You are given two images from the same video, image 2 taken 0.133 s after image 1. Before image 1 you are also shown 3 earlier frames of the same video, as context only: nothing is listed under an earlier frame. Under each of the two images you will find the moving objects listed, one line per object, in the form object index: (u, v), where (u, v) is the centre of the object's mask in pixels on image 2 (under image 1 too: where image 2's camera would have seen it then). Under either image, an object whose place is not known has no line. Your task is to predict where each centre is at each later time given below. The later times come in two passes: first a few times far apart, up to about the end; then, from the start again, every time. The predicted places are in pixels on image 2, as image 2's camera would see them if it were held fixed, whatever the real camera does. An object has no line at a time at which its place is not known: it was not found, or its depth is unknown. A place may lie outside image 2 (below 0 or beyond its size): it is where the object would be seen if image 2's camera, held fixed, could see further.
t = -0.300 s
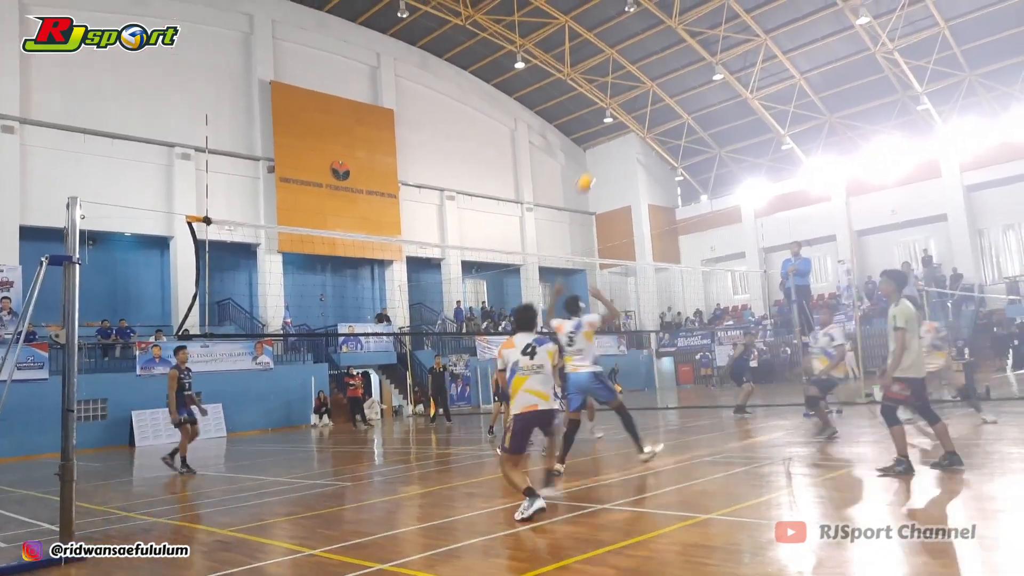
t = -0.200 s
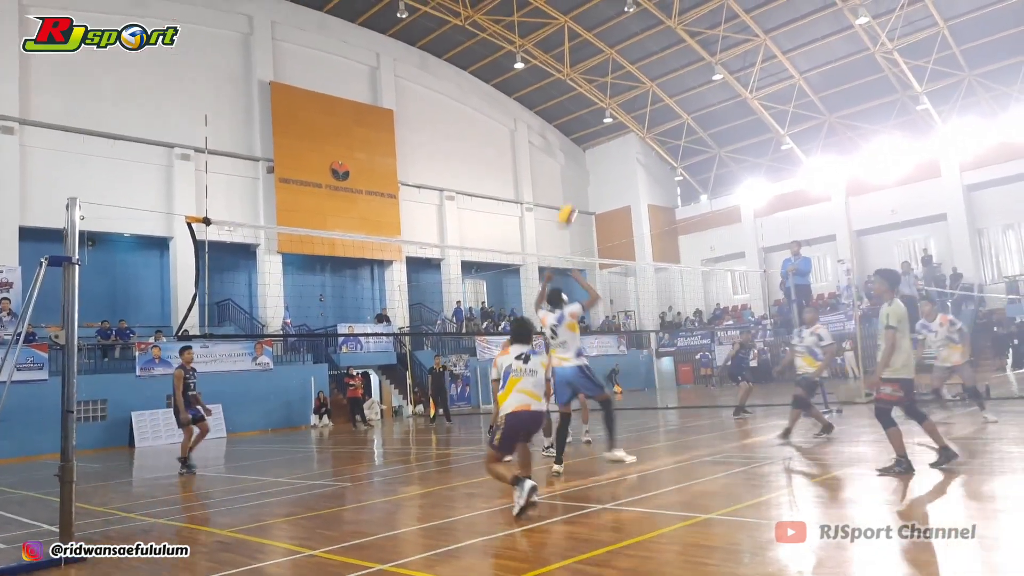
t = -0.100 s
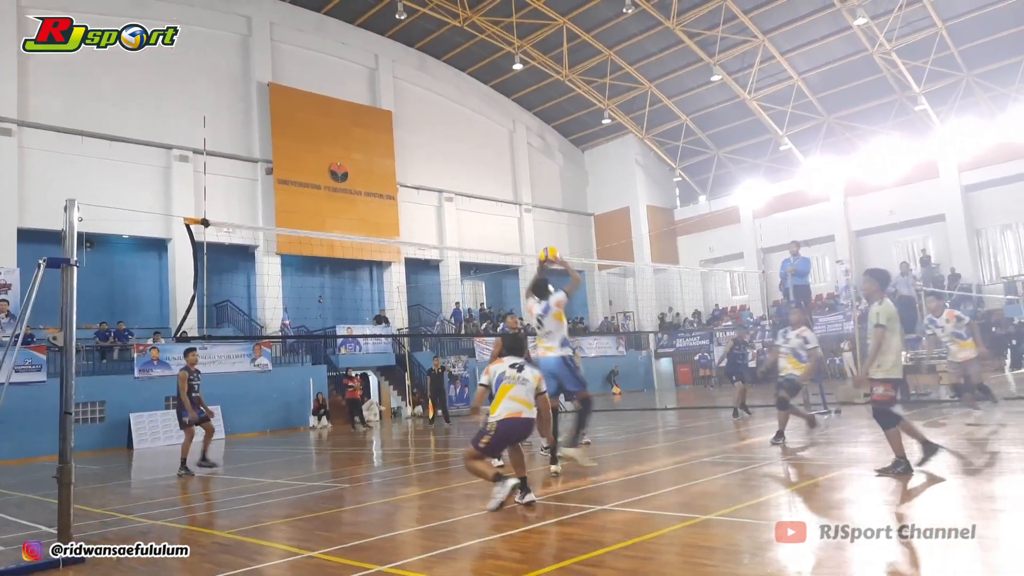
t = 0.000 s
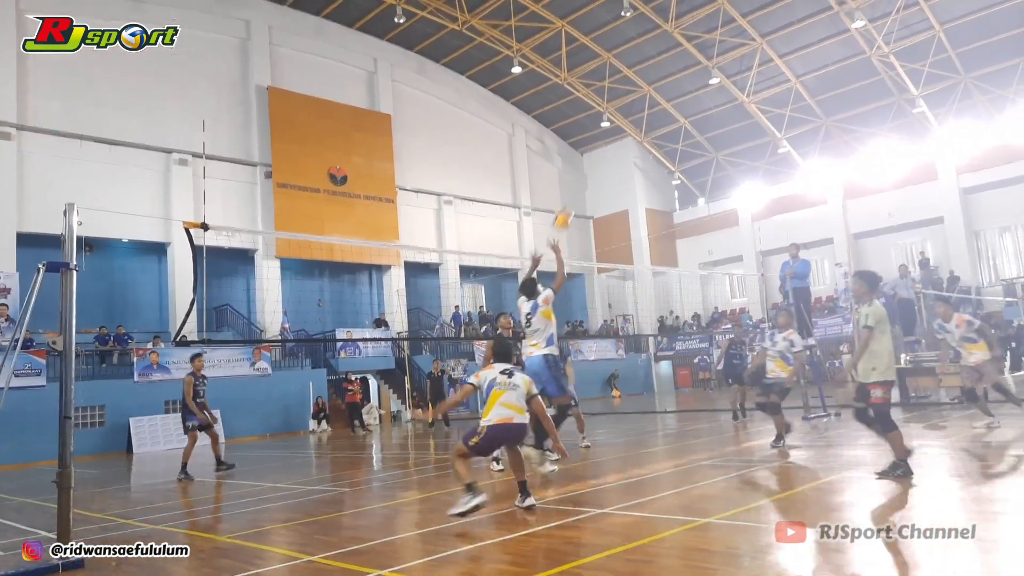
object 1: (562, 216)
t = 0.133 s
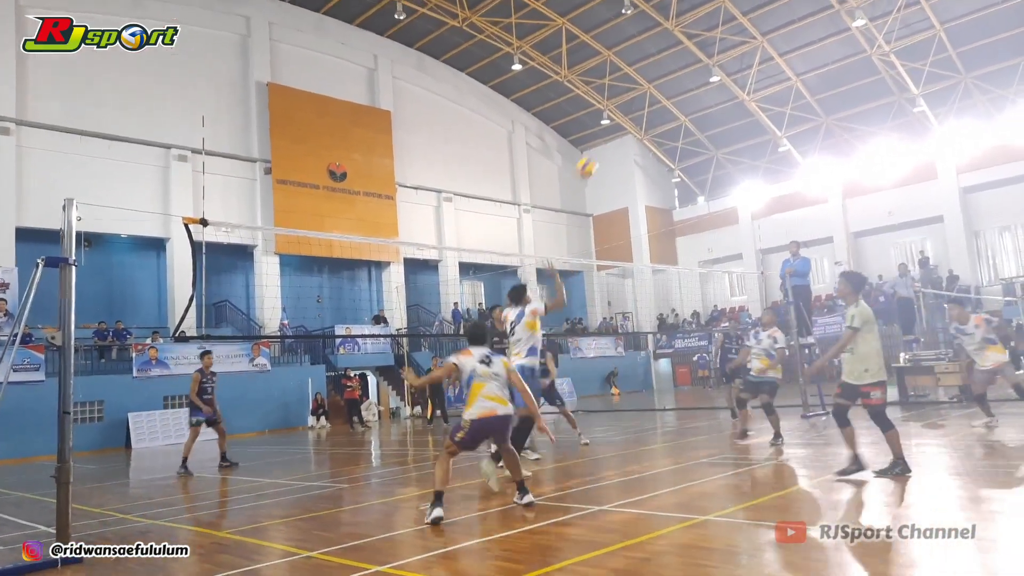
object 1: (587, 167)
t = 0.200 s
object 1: (599, 149)
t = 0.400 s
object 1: (636, 120)
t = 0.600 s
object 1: (675, 125)
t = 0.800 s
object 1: (716, 163)
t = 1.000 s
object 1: (760, 236)
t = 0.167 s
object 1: (592, 157)
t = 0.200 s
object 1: (599, 149)
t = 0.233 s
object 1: (604, 142)
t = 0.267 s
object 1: (611, 136)
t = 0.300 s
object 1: (617, 130)
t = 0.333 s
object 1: (623, 126)
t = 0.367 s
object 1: (630, 123)
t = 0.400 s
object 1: (636, 120)
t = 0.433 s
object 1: (642, 119)
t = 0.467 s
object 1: (649, 118)
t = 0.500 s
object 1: (656, 119)
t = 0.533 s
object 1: (662, 119)
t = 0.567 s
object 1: (668, 122)
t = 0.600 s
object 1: (675, 125)
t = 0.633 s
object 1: (682, 129)
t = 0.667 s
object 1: (689, 134)
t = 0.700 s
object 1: (696, 140)
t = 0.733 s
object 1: (703, 147)
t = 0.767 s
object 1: (710, 155)
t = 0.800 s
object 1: (716, 163)
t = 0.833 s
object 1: (723, 172)
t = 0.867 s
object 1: (730, 182)
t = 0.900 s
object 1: (732, 196)
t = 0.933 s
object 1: (744, 214)
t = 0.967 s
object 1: (752, 222)
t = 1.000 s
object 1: (760, 236)
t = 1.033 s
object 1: (767, 250)
